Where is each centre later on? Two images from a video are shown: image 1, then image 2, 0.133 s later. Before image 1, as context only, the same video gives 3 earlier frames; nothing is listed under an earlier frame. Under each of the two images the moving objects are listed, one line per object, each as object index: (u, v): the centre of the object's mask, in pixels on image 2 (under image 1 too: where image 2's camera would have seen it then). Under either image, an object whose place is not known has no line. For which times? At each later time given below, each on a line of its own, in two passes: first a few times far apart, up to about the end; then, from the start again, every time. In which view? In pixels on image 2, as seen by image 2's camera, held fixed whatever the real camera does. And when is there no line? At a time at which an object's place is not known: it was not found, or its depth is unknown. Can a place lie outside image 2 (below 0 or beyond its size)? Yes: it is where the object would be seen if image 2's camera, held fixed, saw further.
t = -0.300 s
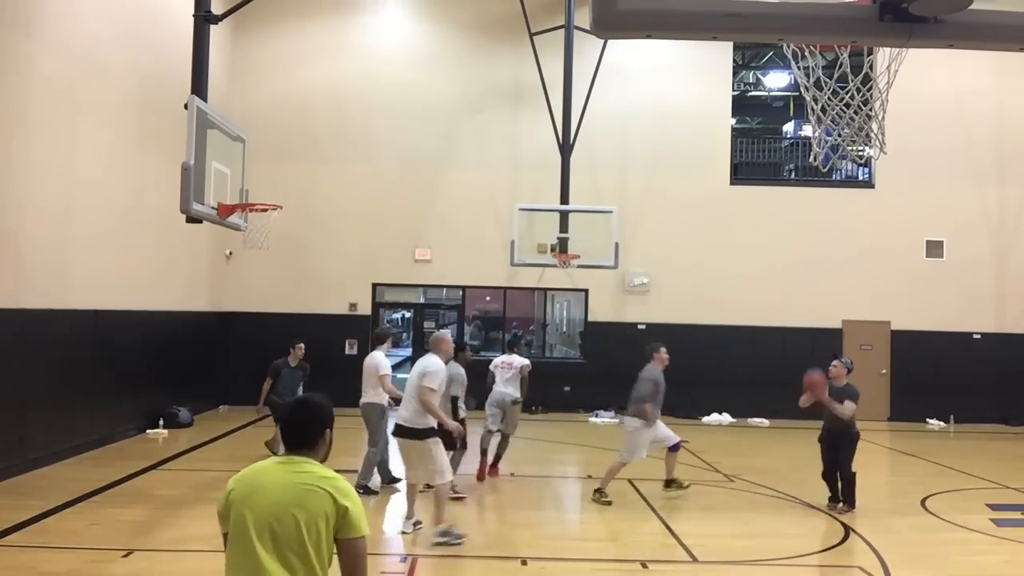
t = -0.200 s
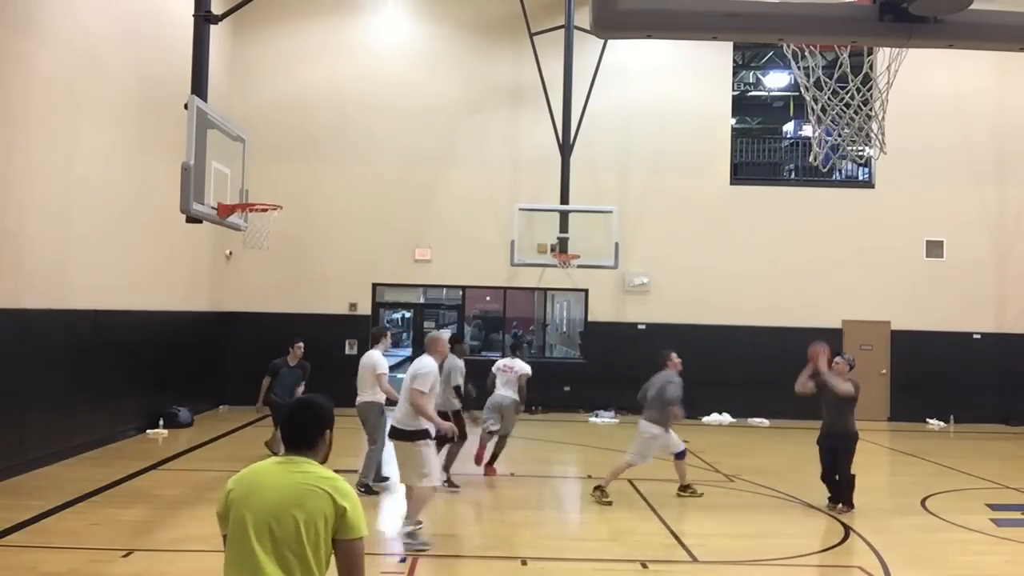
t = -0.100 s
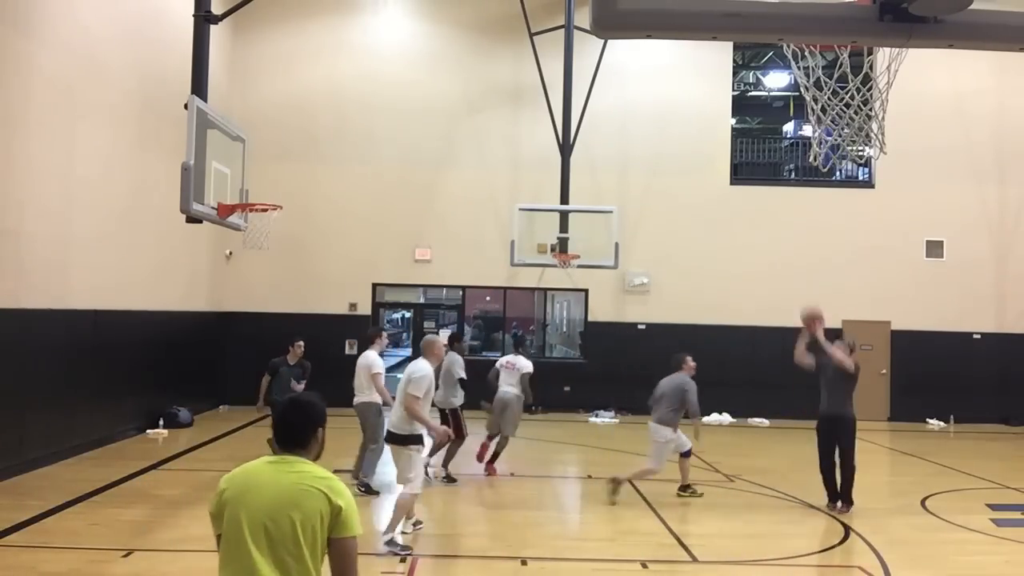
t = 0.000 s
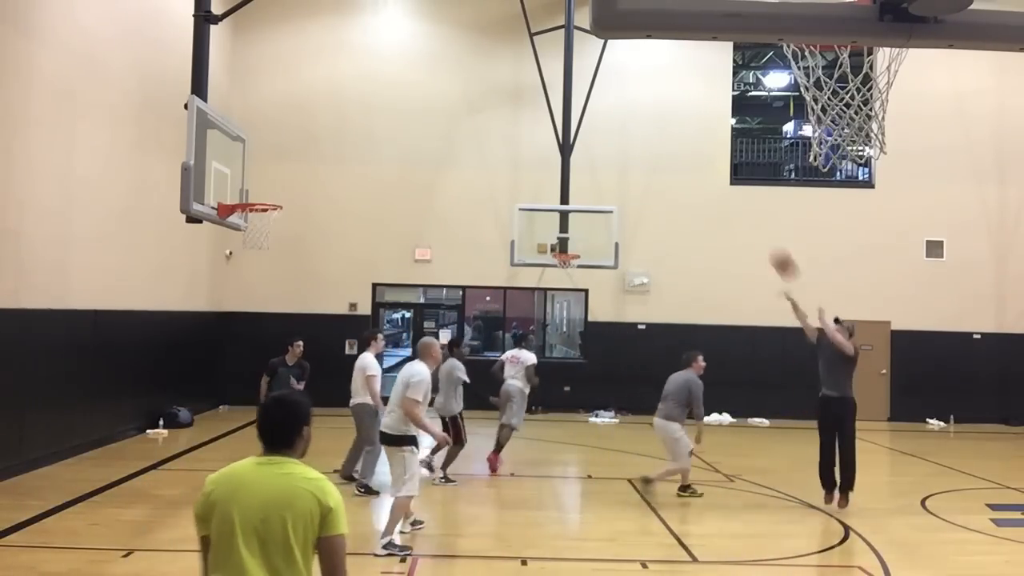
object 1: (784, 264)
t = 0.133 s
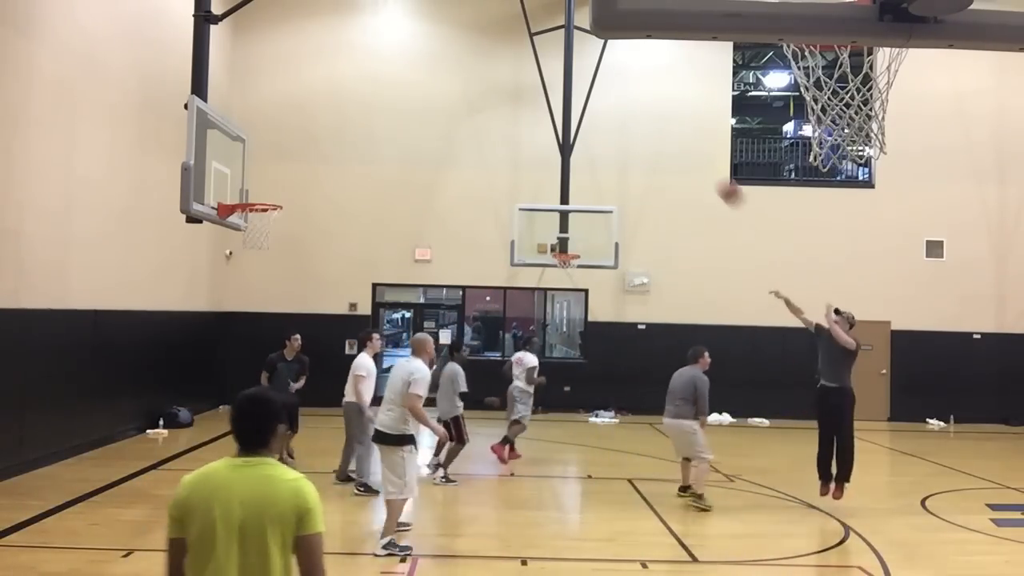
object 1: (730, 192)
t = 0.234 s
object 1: (690, 149)
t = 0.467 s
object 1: (596, 81)
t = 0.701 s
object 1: (501, 62)
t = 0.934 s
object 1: (405, 90)
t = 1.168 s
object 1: (304, 169)
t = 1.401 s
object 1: (254, 172)
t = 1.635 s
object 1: (237, 174)
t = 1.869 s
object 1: (261, 204)
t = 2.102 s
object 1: (261, 235)
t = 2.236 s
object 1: (254, 252)
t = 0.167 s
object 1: (716, 176)
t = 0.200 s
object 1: (702, 162)
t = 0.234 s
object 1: (690, 149)
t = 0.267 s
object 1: (675, 135)
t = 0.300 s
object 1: (662, 124)
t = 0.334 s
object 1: (649, 113)
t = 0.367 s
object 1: (635, 104)
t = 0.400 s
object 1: (623, 96)
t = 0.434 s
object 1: (610, 88)
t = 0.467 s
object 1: (596, 81)
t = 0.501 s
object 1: (582, 75)
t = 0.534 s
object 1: (569, 70)
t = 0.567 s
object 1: (557, 66)
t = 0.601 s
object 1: (541, 64)
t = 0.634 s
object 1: (528, 62)
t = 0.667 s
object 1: (515, 61)
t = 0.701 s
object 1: (501, 62)
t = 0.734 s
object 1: (488, 62)
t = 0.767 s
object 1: (474, 65)
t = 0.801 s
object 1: (460, 68)
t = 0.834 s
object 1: (447, 71)
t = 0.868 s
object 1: (433, 77)
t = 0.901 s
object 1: (419, 83)
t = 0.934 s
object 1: (405, 90)
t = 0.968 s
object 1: (391, 98)
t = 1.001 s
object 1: (376, 108)
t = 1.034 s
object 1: (362, 118)
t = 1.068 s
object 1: (347, 129)
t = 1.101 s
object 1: (333, 142)
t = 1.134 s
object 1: (319, 154)
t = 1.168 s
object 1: (304, 169)
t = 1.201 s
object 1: (290, 184)
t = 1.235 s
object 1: (278, 195)
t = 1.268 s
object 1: (274, 189)
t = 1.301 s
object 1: (269, 184)
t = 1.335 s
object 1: (264, 178)
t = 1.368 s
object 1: (259, 175)
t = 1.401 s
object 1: (254, 172)
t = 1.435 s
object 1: (249, 170)
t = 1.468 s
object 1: (244, 169)
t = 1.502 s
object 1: (239, 169)
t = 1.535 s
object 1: (234, 170)
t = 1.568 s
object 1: (230, 172)
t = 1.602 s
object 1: (233, 172)
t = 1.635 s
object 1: (237, 174)
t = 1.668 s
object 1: (241, 176)
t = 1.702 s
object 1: (245, 179)
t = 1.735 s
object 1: (249, 183)
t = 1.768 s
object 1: (252, 188)
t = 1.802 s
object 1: (256, 194)
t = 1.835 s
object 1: (260, 201)
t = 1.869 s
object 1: (261, 204)
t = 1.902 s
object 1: (263, 209)
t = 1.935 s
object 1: (264, 216)
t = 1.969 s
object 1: (264, 220)
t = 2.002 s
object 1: (265, 227)
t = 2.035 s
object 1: (264, 231)
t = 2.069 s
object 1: (263, 233)
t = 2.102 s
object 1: (261, 235)
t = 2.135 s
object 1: (259, 237)
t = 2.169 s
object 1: (258, 242)
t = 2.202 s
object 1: (256, 246)
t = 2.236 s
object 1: (254, 252)
